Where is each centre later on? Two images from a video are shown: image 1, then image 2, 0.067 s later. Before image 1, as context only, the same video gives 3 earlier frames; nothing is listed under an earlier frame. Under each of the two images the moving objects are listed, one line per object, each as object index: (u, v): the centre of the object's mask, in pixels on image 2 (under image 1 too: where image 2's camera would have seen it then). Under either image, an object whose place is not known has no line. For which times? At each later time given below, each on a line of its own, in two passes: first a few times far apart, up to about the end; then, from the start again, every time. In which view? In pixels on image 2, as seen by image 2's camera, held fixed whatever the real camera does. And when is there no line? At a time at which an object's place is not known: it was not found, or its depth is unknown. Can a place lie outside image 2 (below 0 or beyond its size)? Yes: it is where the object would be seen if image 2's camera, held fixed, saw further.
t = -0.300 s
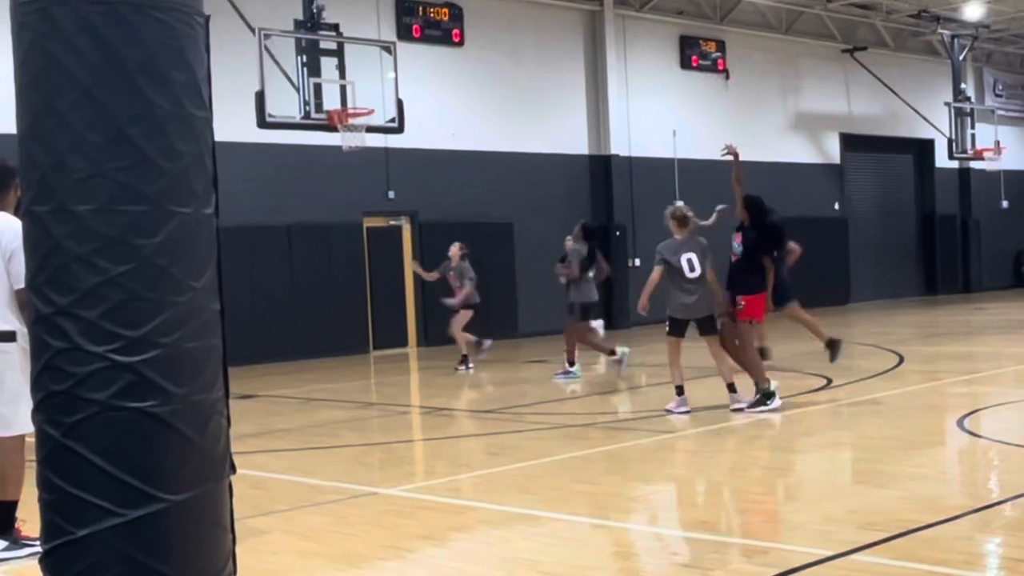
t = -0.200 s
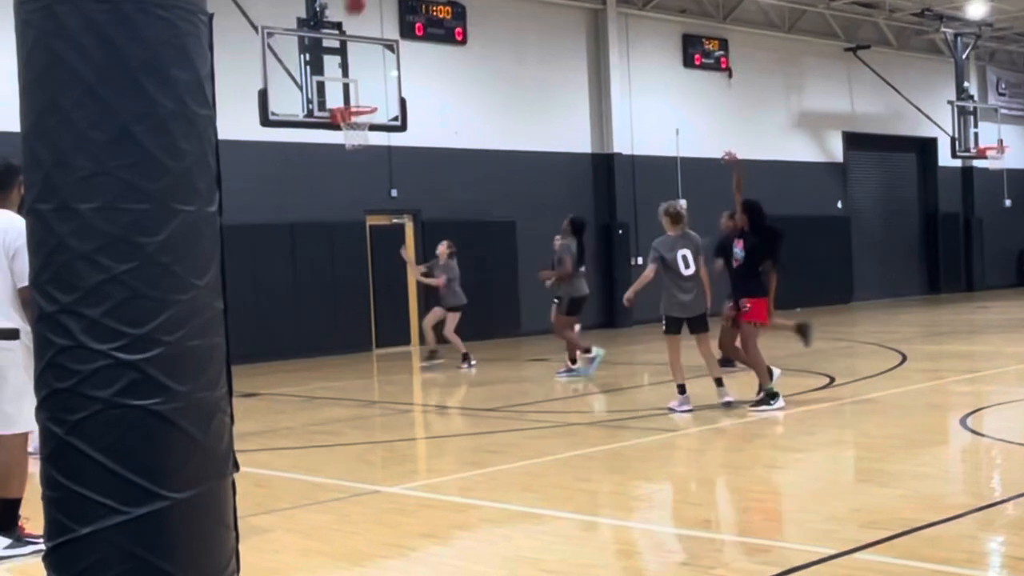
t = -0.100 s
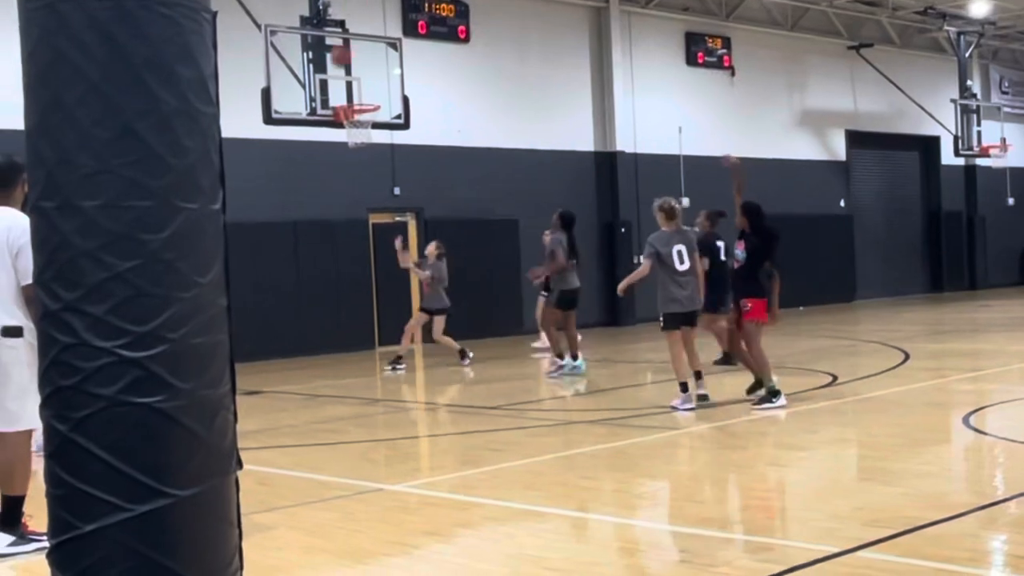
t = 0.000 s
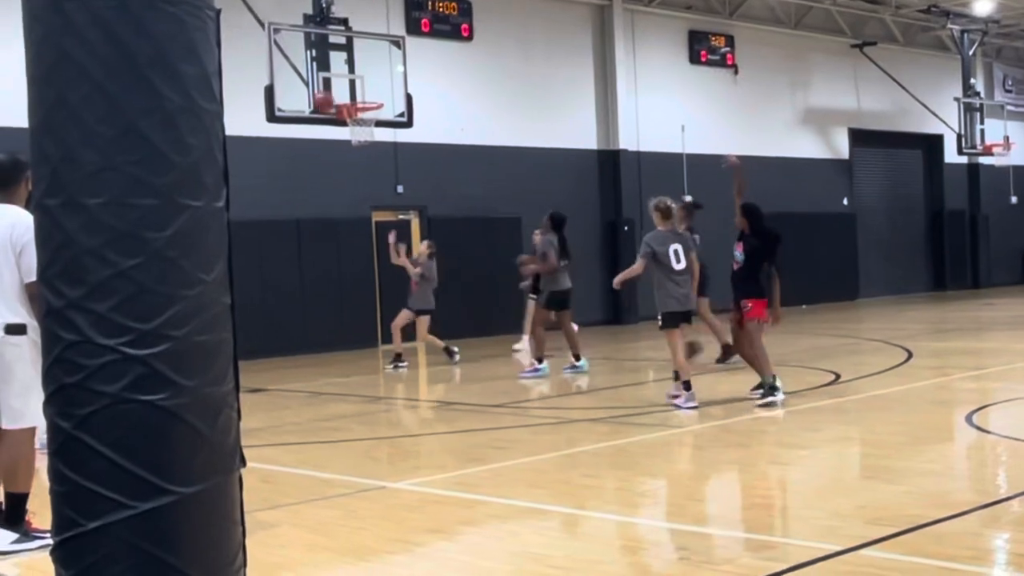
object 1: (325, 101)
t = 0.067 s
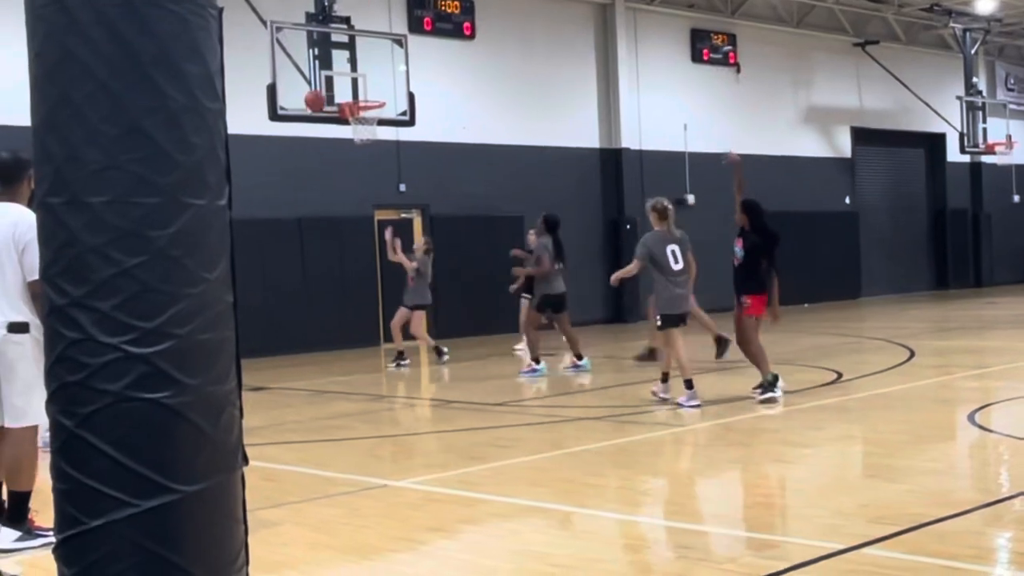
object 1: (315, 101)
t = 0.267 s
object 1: (307, 115)
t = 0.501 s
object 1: (298, 182)
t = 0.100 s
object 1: (313, 101)
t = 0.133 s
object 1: (311, 101)
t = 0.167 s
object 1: (310, 103)
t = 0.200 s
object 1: (308, 106)
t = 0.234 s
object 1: (306, 110)
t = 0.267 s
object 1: (307, 115)
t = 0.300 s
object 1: (304, 120)
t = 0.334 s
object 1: (303, 128)
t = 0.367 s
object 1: (302, 136)
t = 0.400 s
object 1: (301, 147)
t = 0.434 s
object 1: (299, 157)
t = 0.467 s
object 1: (299, 170)
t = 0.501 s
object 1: (298, 182)
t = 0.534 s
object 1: (297, 197)
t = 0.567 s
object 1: (296, 213)
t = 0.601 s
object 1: (295, 230)
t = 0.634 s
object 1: (294, 249)
